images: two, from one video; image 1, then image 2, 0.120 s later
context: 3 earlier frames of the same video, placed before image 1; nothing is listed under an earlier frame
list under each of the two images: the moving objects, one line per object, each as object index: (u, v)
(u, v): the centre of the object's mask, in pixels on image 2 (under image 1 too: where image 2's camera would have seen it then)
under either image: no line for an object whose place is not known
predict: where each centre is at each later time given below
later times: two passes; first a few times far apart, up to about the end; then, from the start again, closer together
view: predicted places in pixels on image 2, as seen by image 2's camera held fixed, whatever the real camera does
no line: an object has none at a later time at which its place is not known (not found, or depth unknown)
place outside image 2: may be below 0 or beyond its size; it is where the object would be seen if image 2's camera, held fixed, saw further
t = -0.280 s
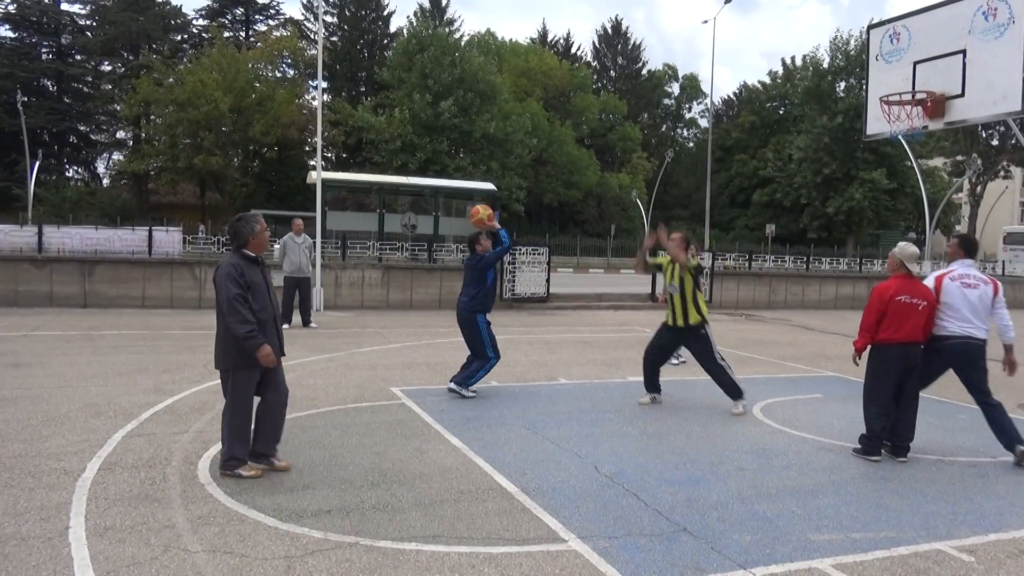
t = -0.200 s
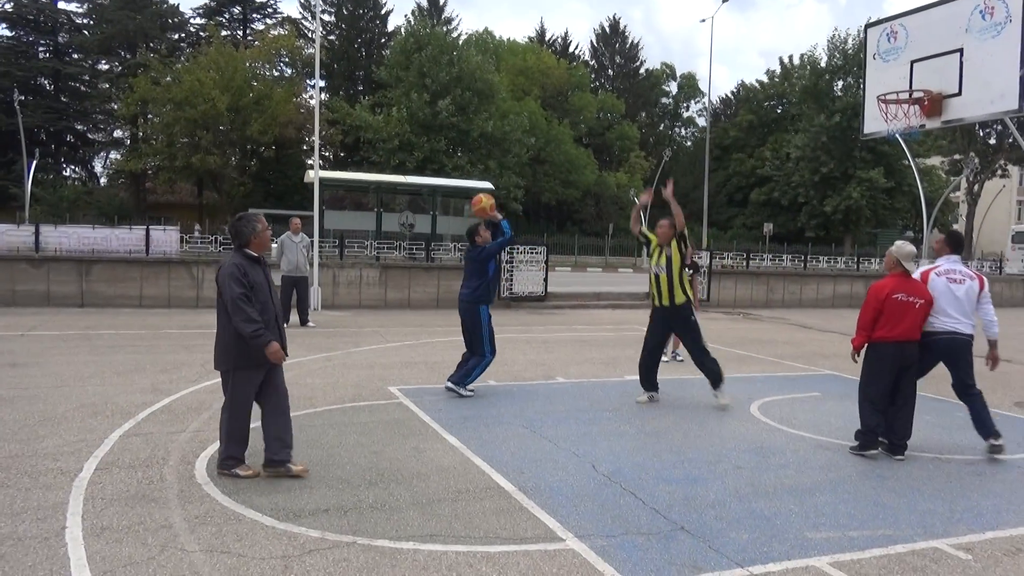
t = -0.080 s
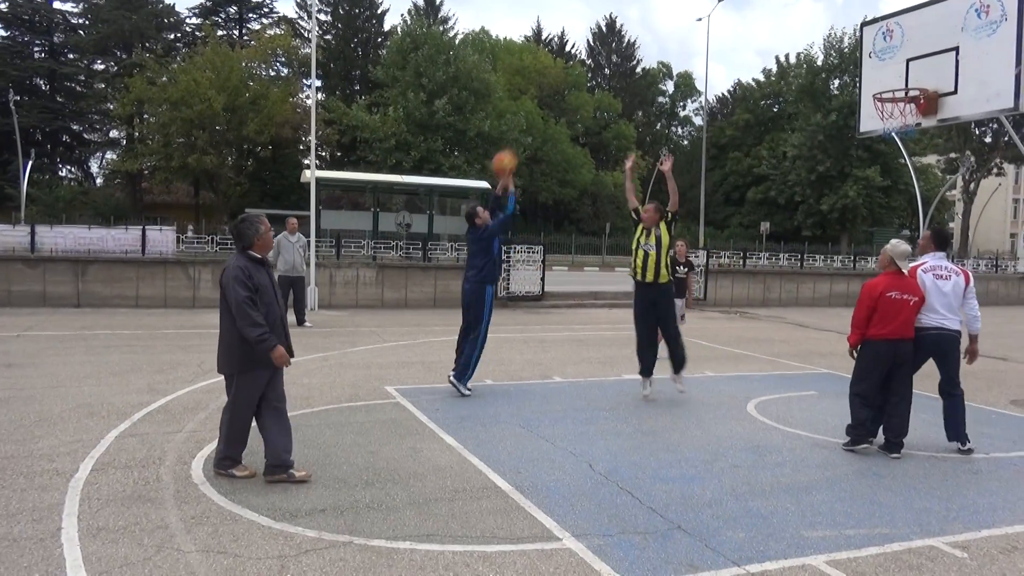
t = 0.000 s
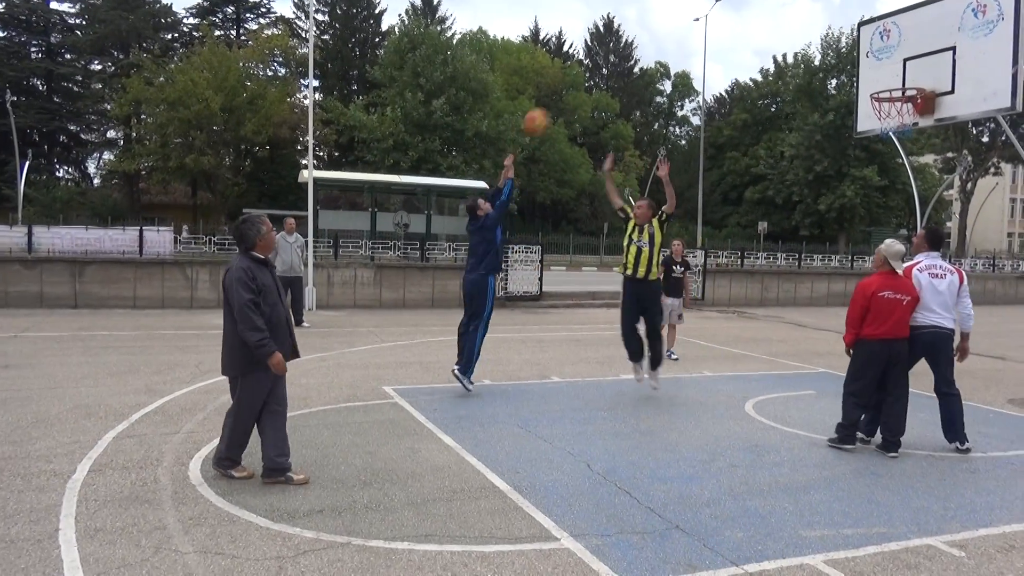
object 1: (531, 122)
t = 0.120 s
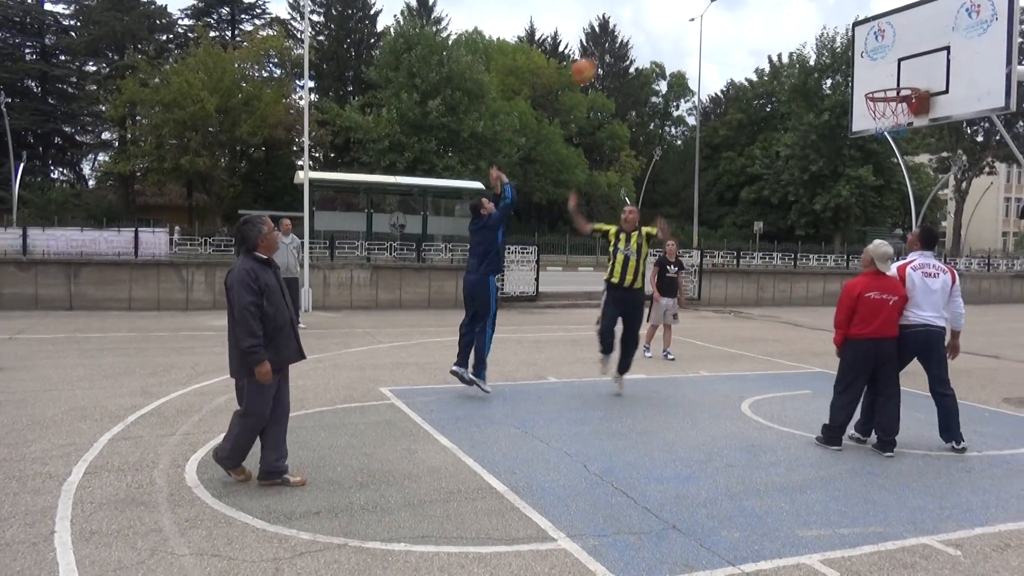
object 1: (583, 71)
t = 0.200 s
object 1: (617, 46)
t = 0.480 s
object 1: (739, 4)
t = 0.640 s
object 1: (806, 15)
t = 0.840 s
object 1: (886, 66)
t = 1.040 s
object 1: (927, 22)
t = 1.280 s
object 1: (960, -24)
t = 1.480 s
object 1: (986, -28)
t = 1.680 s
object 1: (1003, -14)
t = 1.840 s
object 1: (1014, 38)
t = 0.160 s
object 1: (602, 56)
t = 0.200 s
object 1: (617, 46)
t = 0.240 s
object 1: (635, 34)
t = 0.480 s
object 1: (739, 4)
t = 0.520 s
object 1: (755, 4)
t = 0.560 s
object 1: (772, 5)
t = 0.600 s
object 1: (789, 9)
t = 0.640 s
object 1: (806, 15)
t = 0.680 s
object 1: (823, 22)
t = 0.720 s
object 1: (839, 31)
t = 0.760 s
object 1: (855, 41)
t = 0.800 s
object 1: (871, 54)
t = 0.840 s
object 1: (886, 66)
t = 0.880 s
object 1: (903, 83)
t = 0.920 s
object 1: (909, 69)
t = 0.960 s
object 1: (915, 52)
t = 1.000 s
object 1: (921, 36)
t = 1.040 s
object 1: (927, 22)
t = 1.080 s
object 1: (933, 10)
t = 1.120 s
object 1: (938, 0)
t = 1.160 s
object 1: (944, -10)
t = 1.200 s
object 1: (950, -18)
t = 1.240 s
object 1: (955, -22)
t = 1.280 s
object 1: (960, -24)
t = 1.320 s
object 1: (966, -26)
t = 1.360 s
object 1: (971, -27)
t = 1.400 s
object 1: (978, -27)
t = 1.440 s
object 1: (983, -27)
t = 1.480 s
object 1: (986, -28)
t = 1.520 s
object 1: (989, -29)
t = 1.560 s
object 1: (993, -28)
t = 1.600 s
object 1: (996, -26)
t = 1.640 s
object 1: (1000, -22)
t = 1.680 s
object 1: (1003, -14)
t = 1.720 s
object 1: (1005, -4)
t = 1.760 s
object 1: (1008, 8)
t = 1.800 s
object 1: (1011, 21)
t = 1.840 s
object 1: (1014, 38)
